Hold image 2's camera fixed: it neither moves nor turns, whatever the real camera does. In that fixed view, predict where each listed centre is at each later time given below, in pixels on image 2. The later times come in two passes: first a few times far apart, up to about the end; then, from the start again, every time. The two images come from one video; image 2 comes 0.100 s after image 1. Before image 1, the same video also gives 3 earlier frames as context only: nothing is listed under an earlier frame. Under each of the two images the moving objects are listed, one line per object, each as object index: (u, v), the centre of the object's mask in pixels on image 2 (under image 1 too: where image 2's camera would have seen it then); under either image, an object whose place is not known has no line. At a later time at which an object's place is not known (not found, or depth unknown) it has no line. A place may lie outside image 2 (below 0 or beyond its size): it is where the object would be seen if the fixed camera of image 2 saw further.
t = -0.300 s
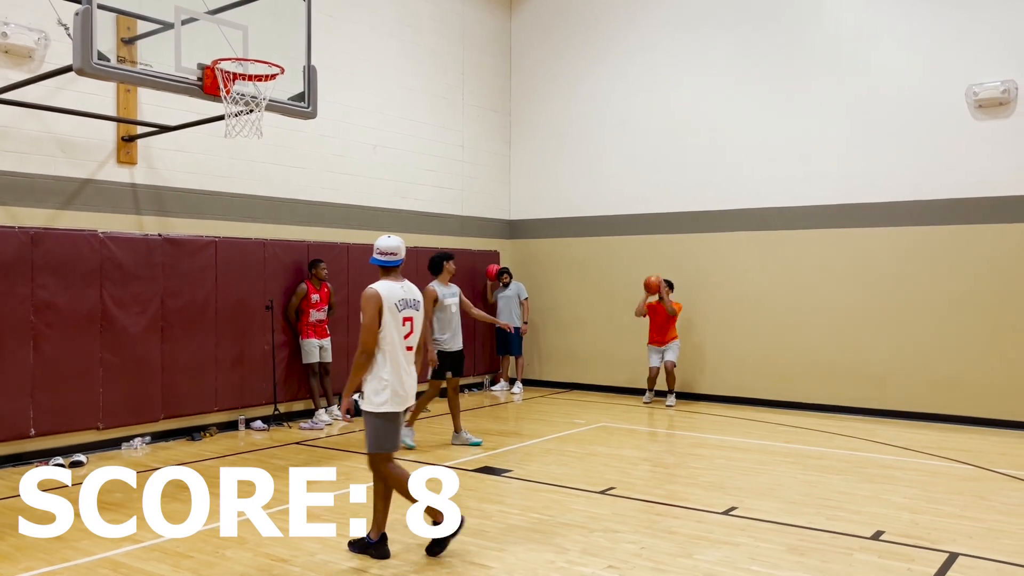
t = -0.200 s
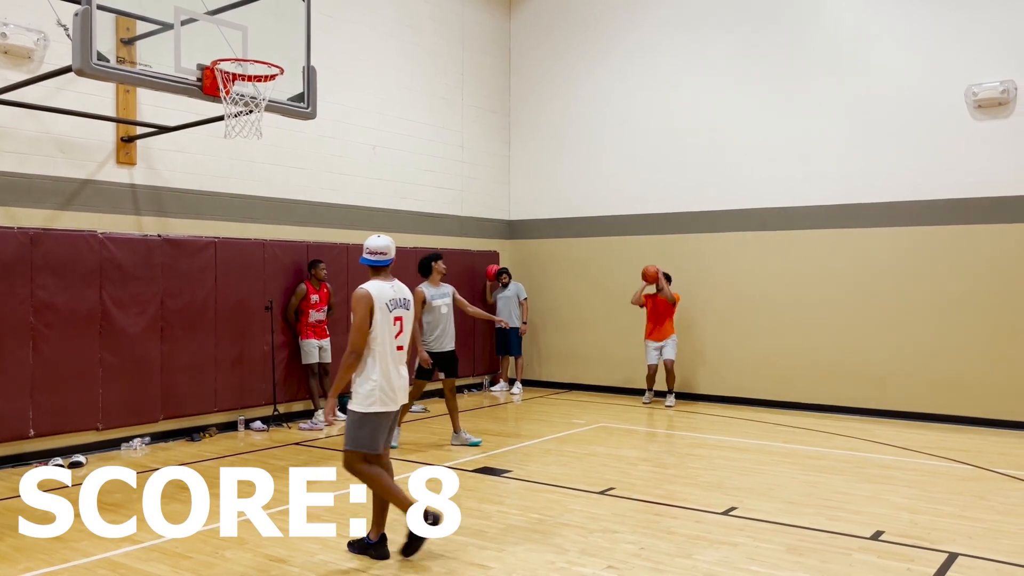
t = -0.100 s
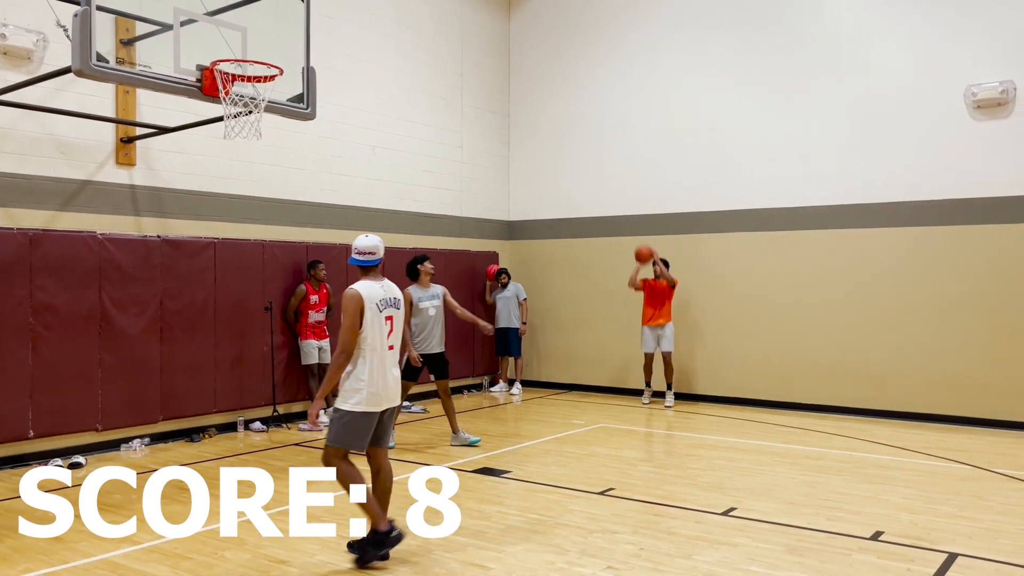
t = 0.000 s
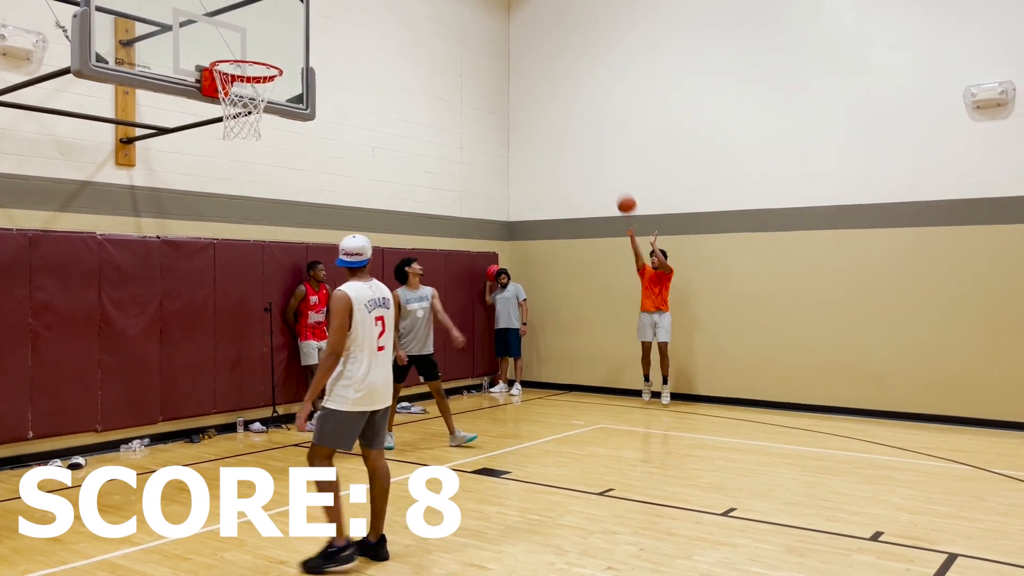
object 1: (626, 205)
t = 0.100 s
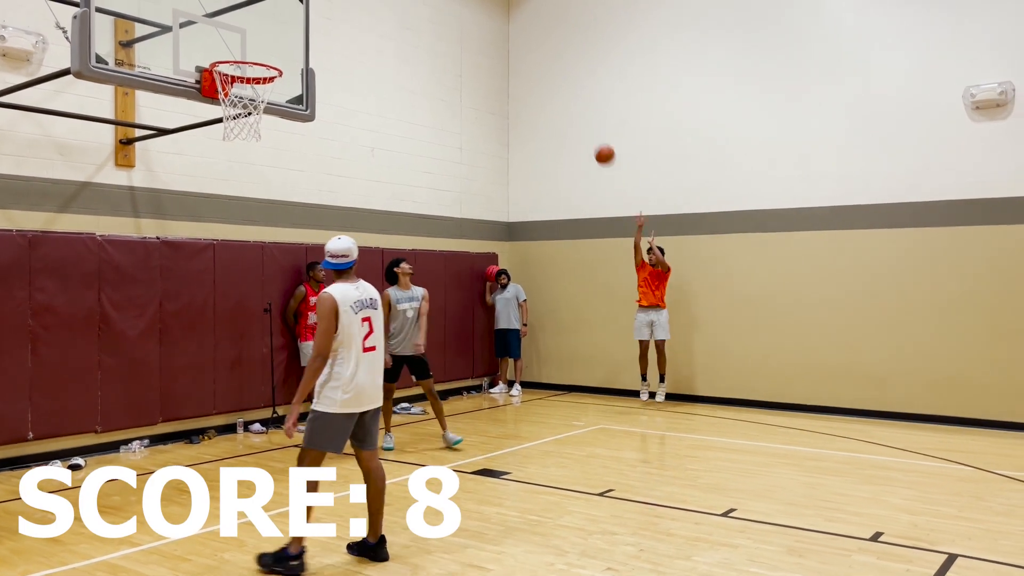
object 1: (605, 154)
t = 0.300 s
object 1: (555, 68)
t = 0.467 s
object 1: (507, 13)
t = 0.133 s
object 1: (597, 139)
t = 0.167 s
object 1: (589, 124)
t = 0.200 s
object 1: (581, 109)
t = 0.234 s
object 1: (573, 95)
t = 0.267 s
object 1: (564, 81)
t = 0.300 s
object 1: (555, 68)
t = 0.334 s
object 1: (546, 56)
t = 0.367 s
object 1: (537, 43)
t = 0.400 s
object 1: (527, 33)
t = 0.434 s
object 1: (517, 22)
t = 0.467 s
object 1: (507, 13)
